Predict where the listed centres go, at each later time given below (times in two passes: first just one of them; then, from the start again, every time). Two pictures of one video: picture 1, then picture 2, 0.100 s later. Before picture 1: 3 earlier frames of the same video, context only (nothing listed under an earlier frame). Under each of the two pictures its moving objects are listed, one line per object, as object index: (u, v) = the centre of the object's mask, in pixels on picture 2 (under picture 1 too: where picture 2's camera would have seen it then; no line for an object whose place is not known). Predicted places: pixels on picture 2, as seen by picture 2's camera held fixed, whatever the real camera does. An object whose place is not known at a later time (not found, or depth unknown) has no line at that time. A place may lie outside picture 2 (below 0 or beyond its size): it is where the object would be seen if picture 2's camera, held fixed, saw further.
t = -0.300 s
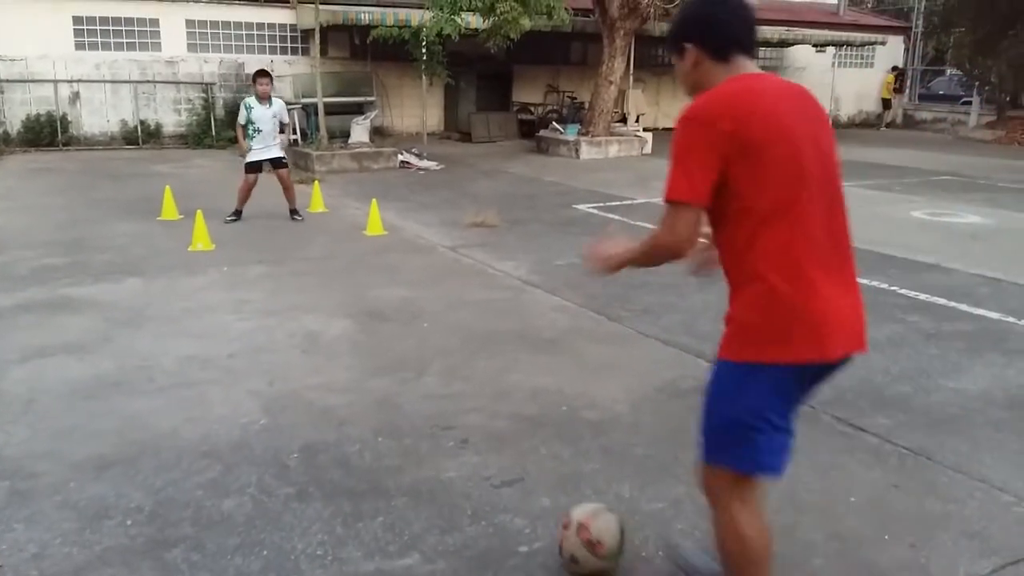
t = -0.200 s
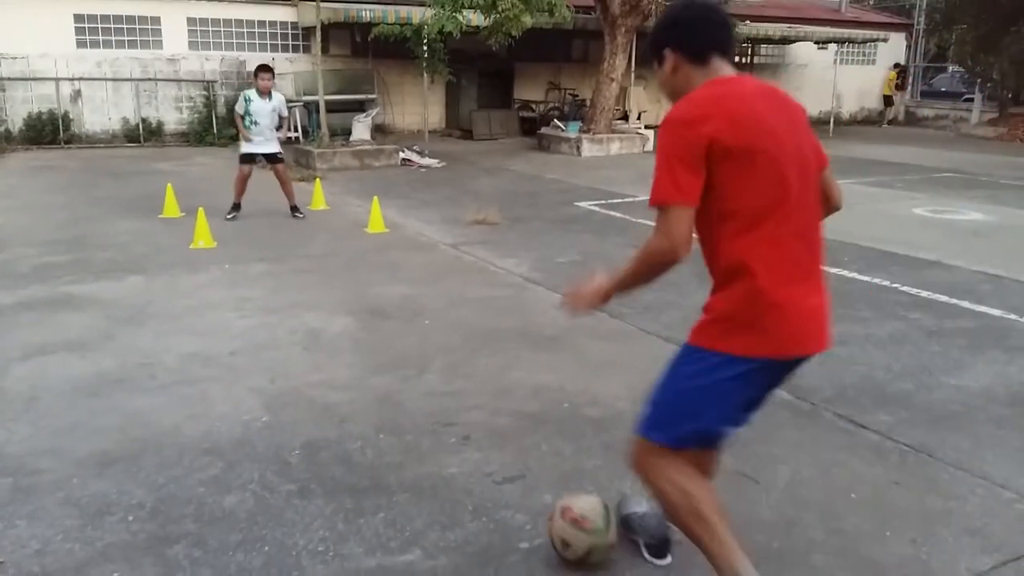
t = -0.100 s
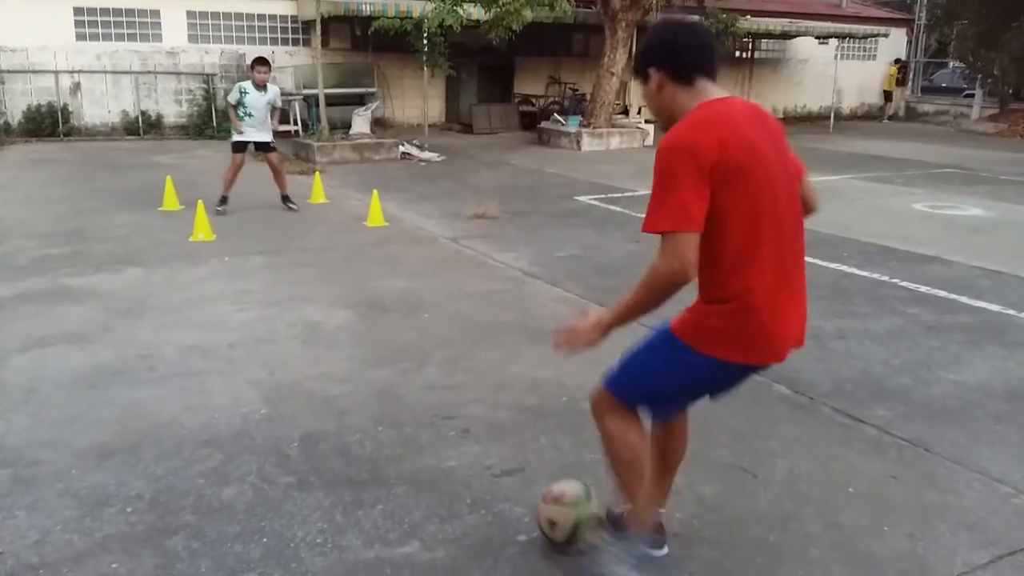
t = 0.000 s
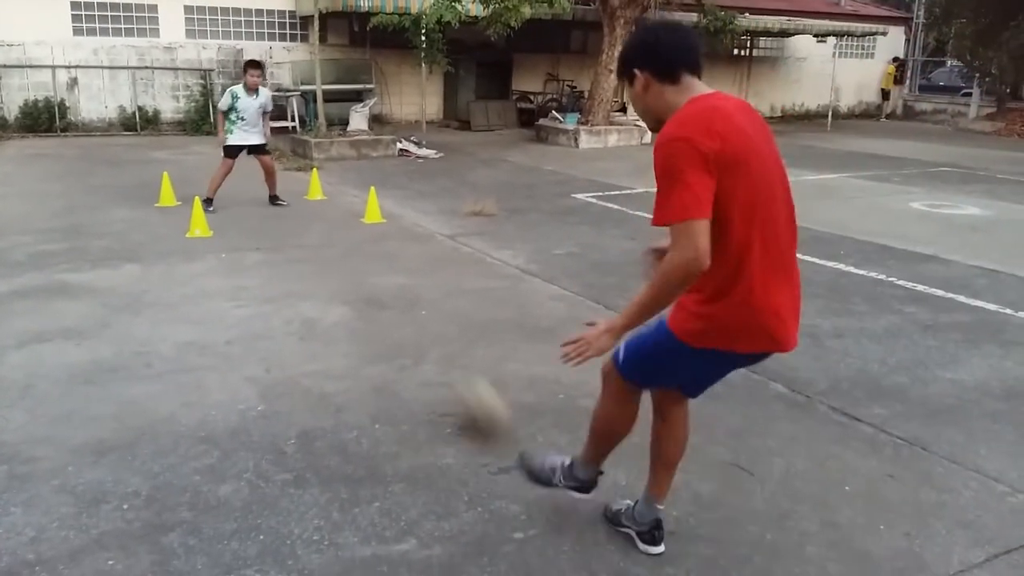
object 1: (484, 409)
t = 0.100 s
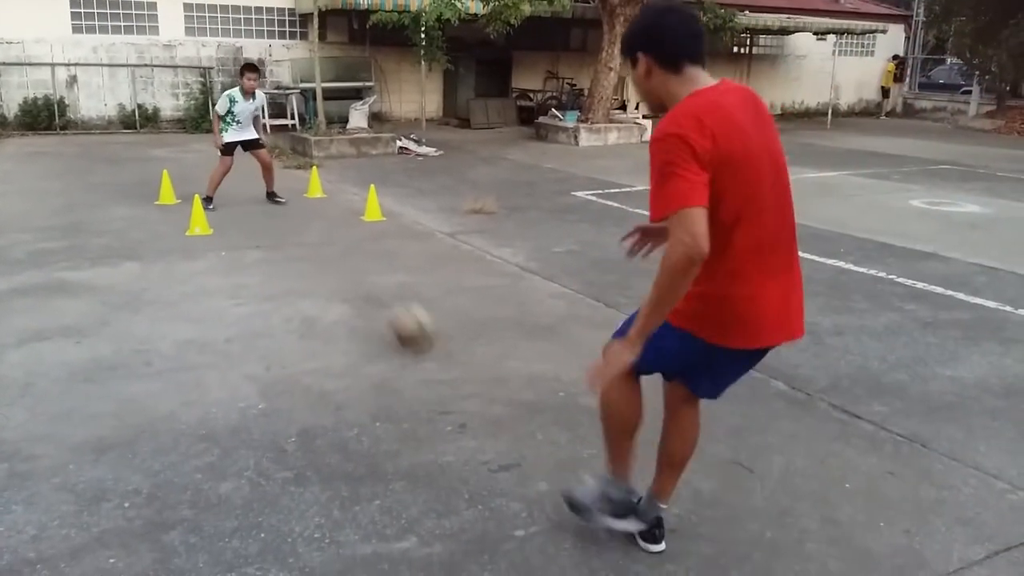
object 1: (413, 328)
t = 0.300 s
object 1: (342, 247)
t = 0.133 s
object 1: (395, 310)
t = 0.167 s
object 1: (381, 291)
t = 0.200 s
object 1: (369, 280)
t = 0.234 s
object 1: (361, 269)
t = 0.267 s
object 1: (351, 258)
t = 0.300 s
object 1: (342, 247)
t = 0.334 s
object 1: (334, 239)
